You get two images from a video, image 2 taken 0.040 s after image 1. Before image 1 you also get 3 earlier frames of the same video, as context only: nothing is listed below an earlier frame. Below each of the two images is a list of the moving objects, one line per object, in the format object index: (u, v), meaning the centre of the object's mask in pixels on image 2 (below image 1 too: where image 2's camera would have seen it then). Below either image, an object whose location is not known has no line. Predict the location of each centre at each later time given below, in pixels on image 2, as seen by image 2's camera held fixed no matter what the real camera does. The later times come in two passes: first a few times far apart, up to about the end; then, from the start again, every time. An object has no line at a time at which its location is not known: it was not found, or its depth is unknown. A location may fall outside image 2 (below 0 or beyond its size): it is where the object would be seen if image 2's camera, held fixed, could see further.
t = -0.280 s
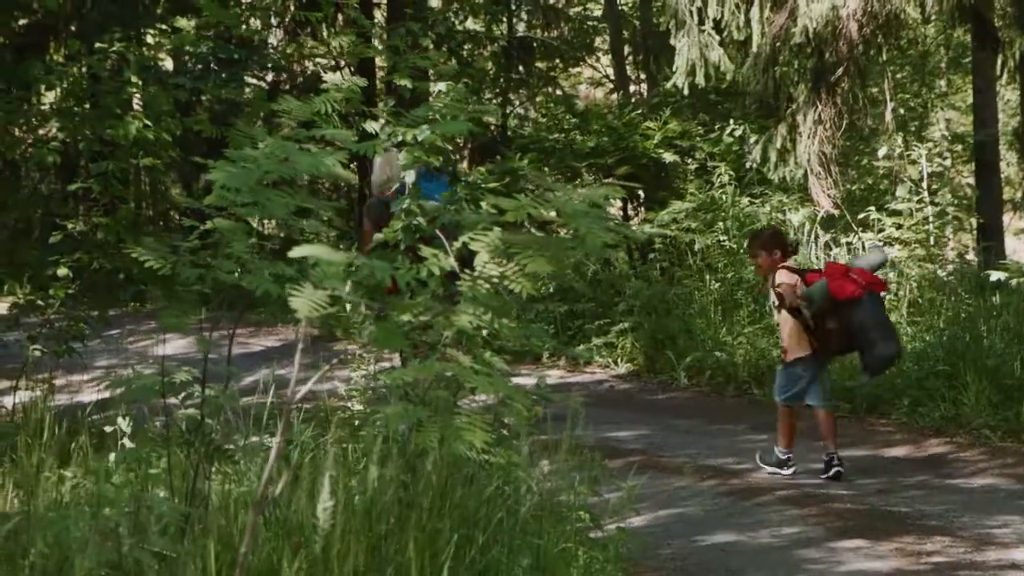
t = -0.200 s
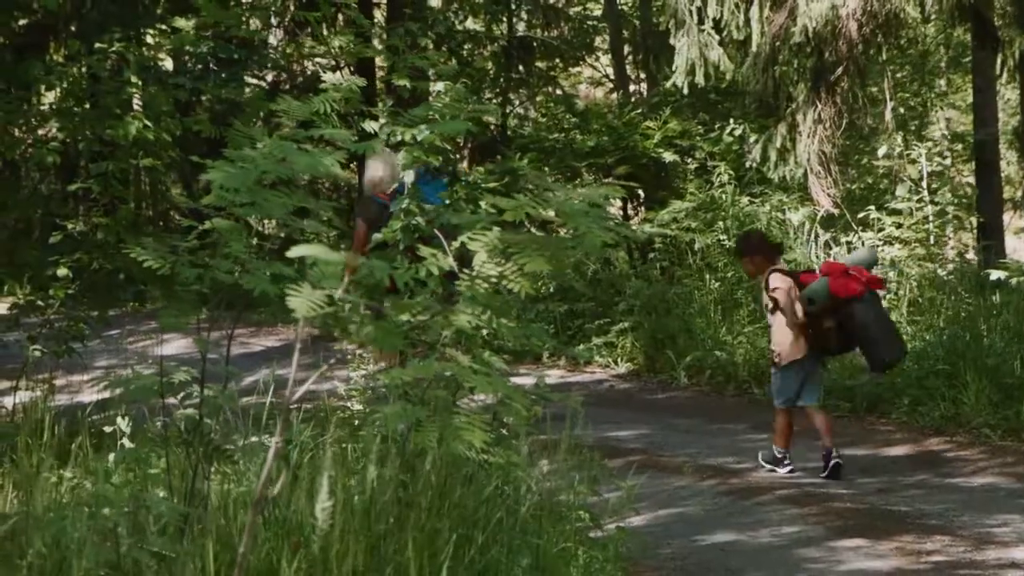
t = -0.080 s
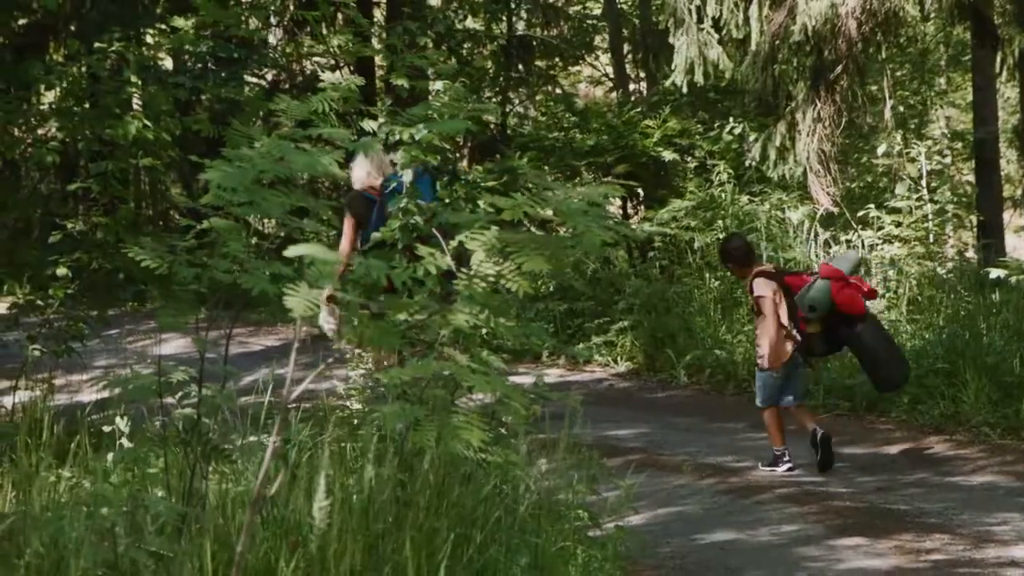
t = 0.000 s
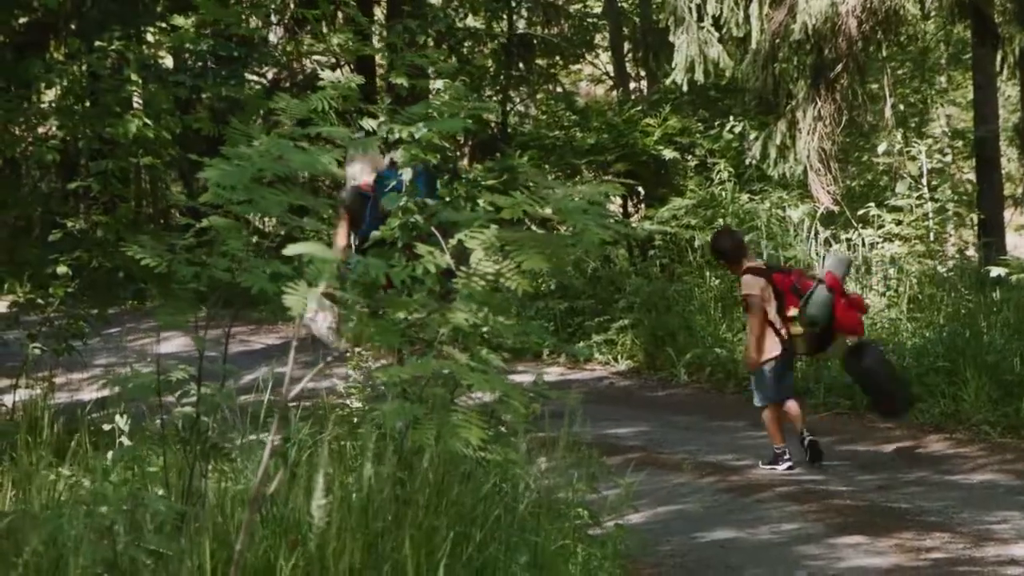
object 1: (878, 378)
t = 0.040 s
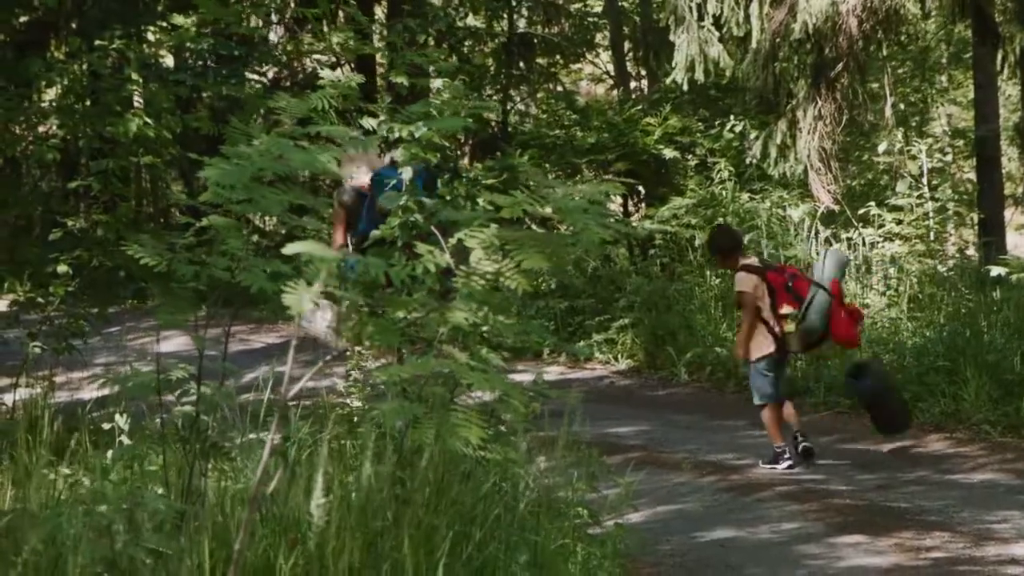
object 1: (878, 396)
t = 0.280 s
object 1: (856, 438)
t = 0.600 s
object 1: (842, 442)
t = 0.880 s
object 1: (839, 444)
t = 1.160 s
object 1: (839, 444)
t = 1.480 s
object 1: (841, 444)
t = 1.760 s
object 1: (841, 444)
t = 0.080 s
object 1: (879, 419)
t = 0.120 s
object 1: (879, 438)
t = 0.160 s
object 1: (876, 438)
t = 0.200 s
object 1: (868, 435)
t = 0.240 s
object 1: (861, 437)
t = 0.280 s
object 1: (856, 438)
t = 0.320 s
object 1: (851, 436)
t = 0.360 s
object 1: (849, 434)
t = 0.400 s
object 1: (847, 433)
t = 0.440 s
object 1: (845, 434)
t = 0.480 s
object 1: (845, 433)
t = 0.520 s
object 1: (844, 434)
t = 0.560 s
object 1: (844, 436)
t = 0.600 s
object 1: (842, 442)
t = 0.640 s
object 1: (842, 444)
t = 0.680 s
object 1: (842, 444)
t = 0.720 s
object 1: (842, 443)
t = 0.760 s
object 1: (841, 443)
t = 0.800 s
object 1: (841, 444)
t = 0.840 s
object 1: (839, 444)
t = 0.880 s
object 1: (839, 444)
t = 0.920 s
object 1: (838, 444)
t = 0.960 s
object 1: (838, 444)
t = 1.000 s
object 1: (838, 444)
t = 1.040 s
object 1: (838, 444)
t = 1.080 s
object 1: (839, 444)
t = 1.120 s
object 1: (839, 444)
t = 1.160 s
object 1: (839, 444)
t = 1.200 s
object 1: (839, 444)
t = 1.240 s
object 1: (840, 444)
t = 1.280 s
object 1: (840, 444)
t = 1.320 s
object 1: (841, 445)
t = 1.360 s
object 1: (841, 444)
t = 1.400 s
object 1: (841, 444)
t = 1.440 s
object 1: (841, 444)
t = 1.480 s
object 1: (841, 444)
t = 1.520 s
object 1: (841, 444)
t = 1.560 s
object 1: (841, 444)
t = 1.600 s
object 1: (842, 444)
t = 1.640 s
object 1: (842, 444)
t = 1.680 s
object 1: (842, 444)
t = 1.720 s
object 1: (842, 444)
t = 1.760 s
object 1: (841, 444)
